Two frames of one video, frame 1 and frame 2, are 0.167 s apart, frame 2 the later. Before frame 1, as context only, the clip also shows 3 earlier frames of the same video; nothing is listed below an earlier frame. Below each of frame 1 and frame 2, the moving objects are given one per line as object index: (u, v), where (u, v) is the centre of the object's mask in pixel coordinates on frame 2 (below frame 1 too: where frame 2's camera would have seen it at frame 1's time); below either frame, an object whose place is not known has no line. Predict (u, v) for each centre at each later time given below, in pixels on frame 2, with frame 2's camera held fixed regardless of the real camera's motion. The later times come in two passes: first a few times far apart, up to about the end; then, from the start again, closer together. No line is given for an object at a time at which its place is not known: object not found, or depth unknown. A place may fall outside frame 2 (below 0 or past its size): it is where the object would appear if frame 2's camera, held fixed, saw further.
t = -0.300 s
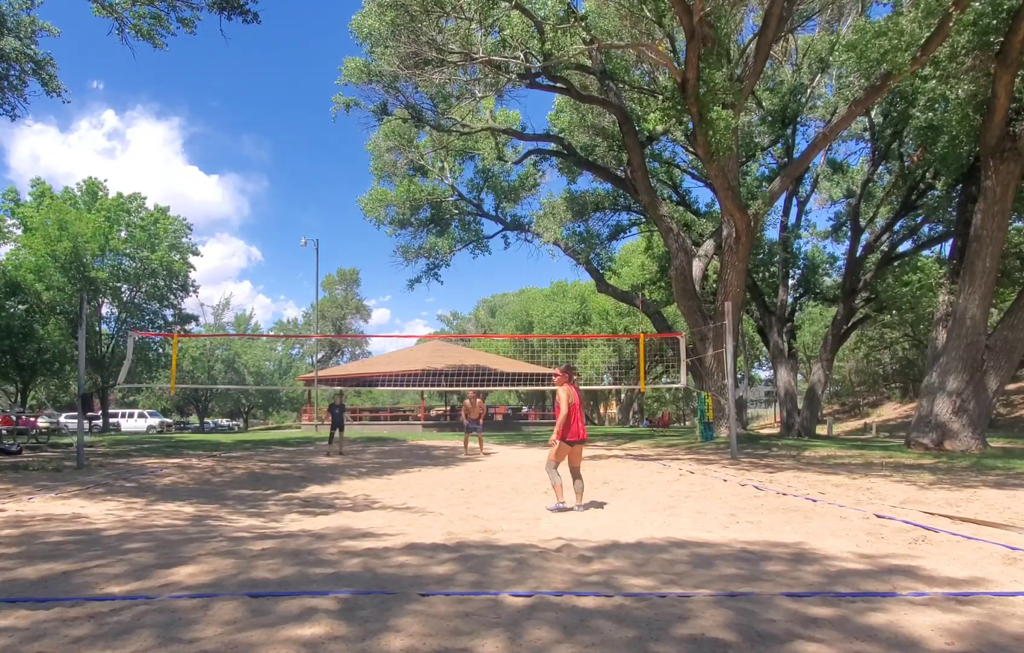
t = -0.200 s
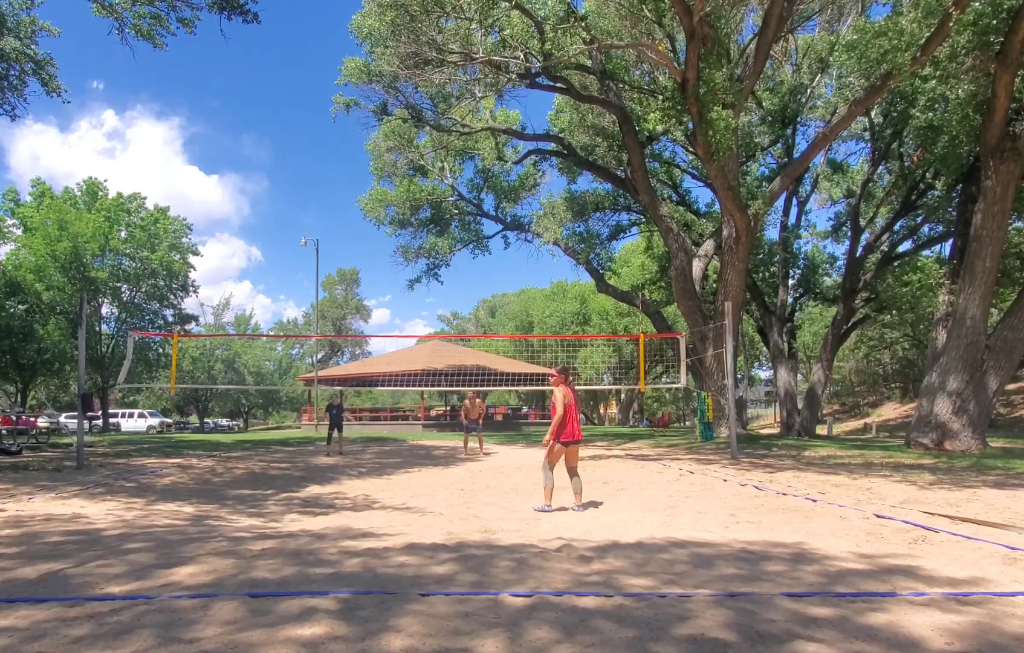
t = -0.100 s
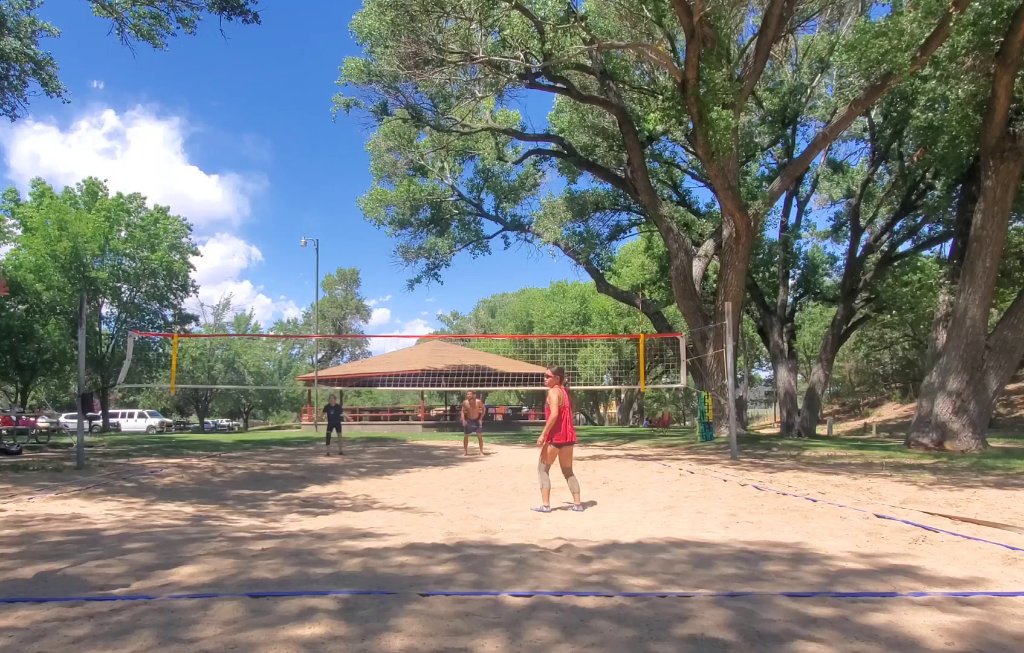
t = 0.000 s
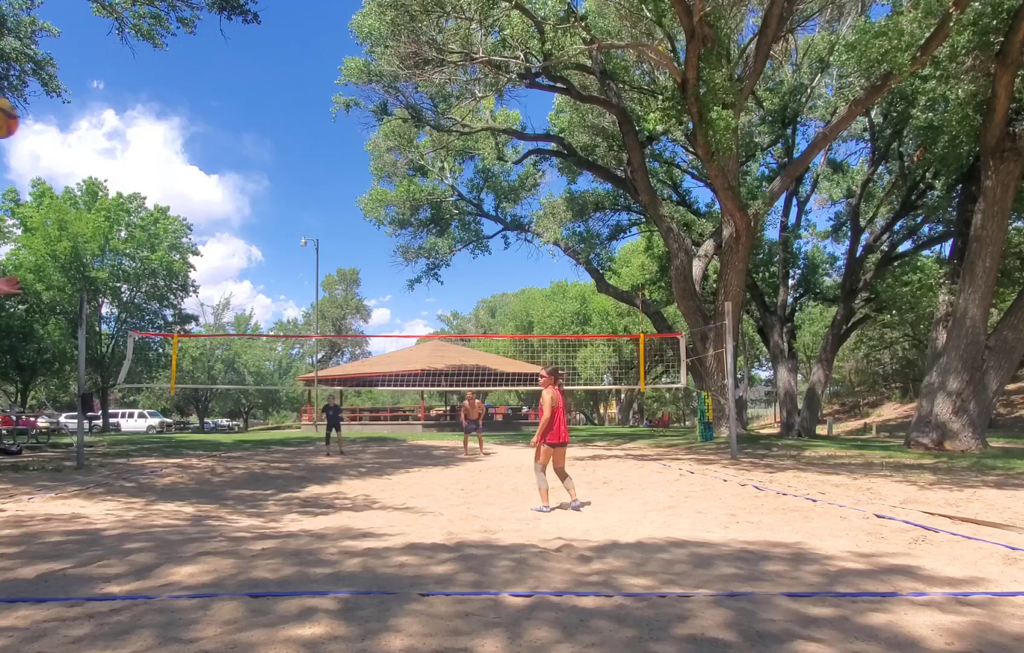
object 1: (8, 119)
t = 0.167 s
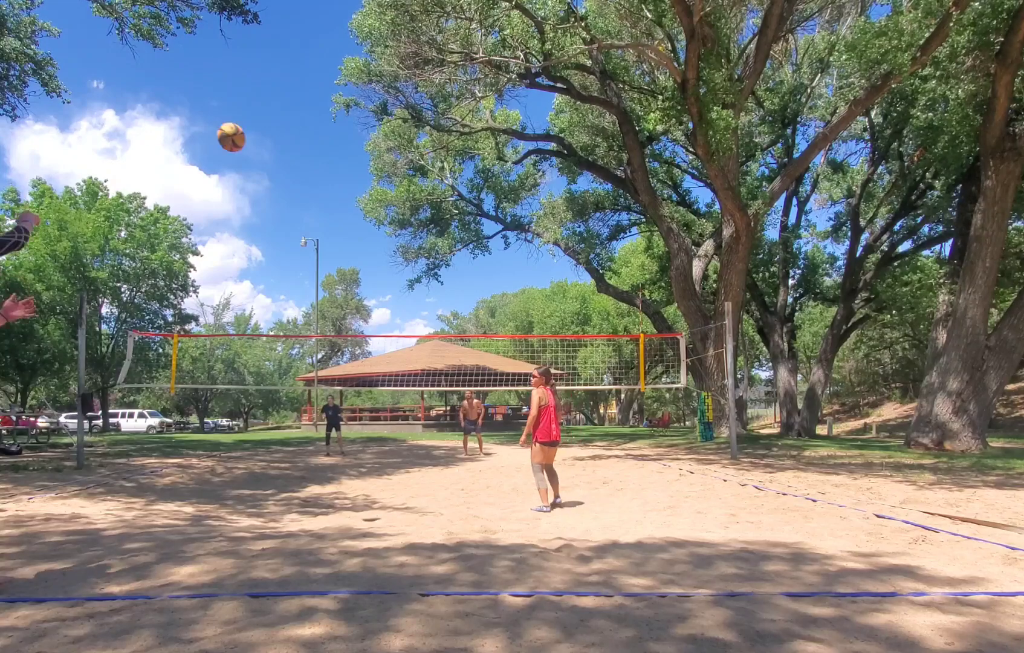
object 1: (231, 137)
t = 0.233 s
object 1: (283, 150)
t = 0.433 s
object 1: (382, 195)
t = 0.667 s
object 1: (443, 252)
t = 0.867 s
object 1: (476, 305)
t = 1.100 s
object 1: (499, 372)
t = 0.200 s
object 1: (259, 143)
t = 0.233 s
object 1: (283, 150)
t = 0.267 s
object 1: (305, 157)
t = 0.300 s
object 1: (324, 164)
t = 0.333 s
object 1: (341, 172)
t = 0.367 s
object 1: (356, 179)
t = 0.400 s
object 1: (369, 187)
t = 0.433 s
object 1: (382, 195)
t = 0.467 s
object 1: (393, 203)
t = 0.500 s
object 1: (403, 210)
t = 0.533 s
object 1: (412, 219)
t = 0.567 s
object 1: (421, 227)
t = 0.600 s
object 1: (429, 235)
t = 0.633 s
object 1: (437, 244)
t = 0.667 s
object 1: (443, 252)
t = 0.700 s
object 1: (450, 261)
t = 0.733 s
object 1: (456, 269)
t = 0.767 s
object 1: (461, 278)
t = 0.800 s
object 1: (467, 286)
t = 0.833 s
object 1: (471, 295)
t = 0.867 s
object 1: (476, 305)
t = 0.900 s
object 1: (479, 313)
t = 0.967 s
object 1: (487, 331)
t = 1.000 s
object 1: (490, 343)
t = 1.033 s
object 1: (493, 351)
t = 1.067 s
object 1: (496, 361)
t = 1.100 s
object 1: (499, 372)
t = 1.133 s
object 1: (502, 380)
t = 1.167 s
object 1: (504, 387)
